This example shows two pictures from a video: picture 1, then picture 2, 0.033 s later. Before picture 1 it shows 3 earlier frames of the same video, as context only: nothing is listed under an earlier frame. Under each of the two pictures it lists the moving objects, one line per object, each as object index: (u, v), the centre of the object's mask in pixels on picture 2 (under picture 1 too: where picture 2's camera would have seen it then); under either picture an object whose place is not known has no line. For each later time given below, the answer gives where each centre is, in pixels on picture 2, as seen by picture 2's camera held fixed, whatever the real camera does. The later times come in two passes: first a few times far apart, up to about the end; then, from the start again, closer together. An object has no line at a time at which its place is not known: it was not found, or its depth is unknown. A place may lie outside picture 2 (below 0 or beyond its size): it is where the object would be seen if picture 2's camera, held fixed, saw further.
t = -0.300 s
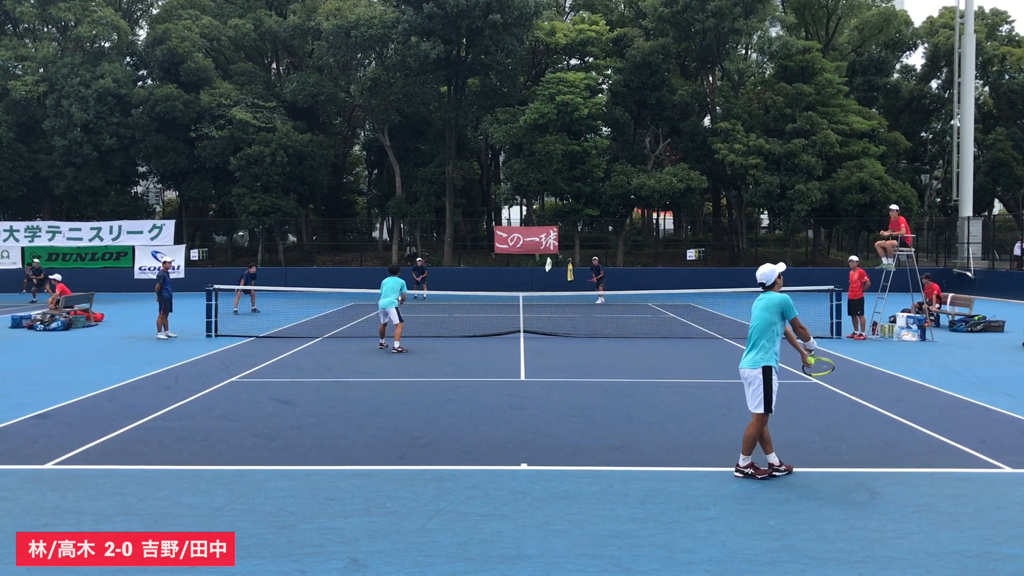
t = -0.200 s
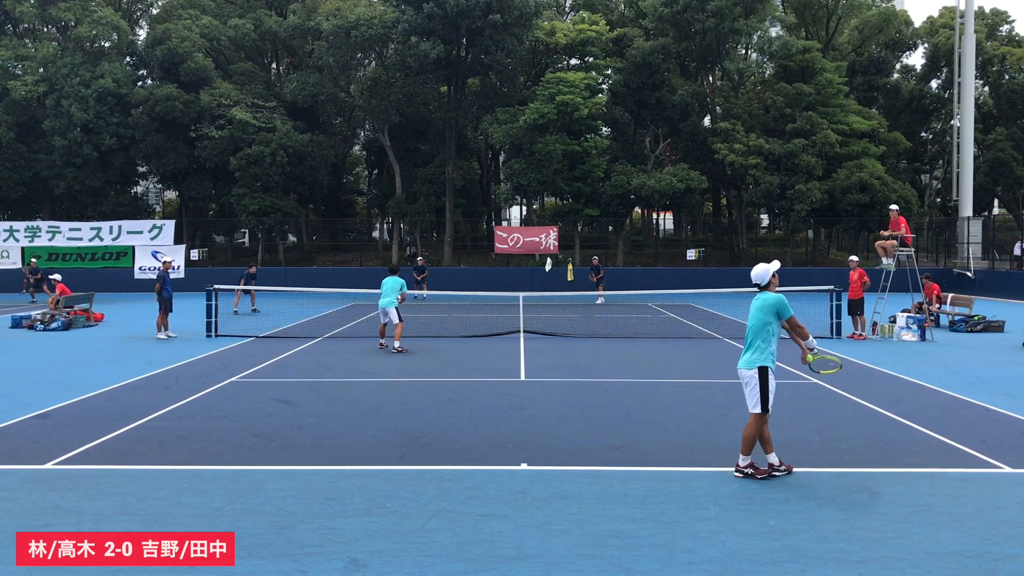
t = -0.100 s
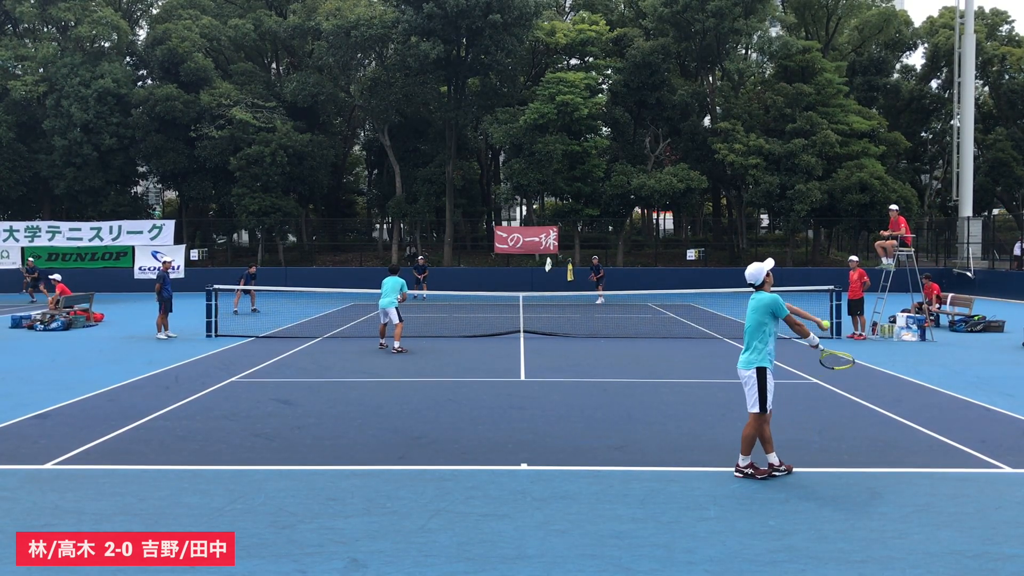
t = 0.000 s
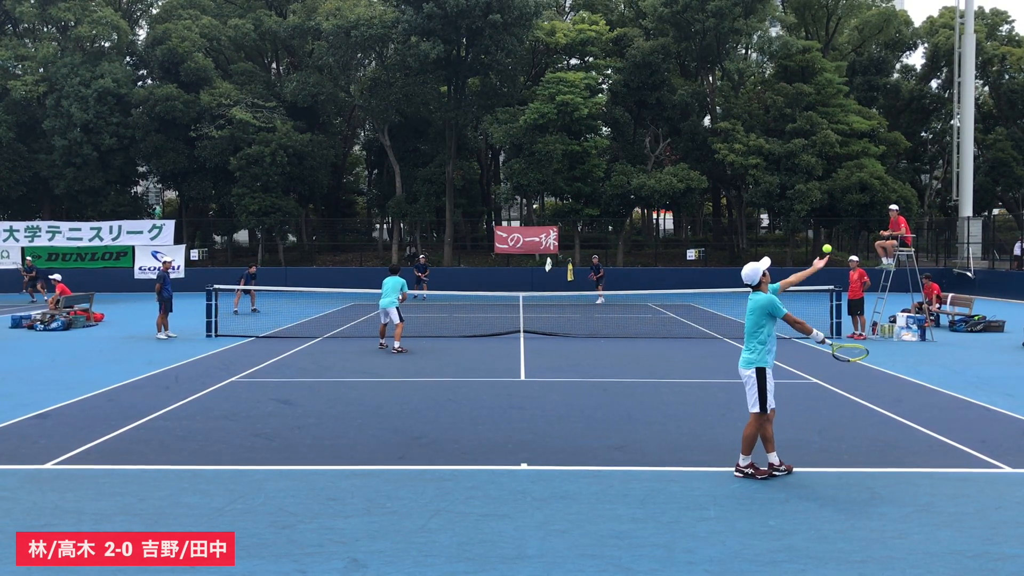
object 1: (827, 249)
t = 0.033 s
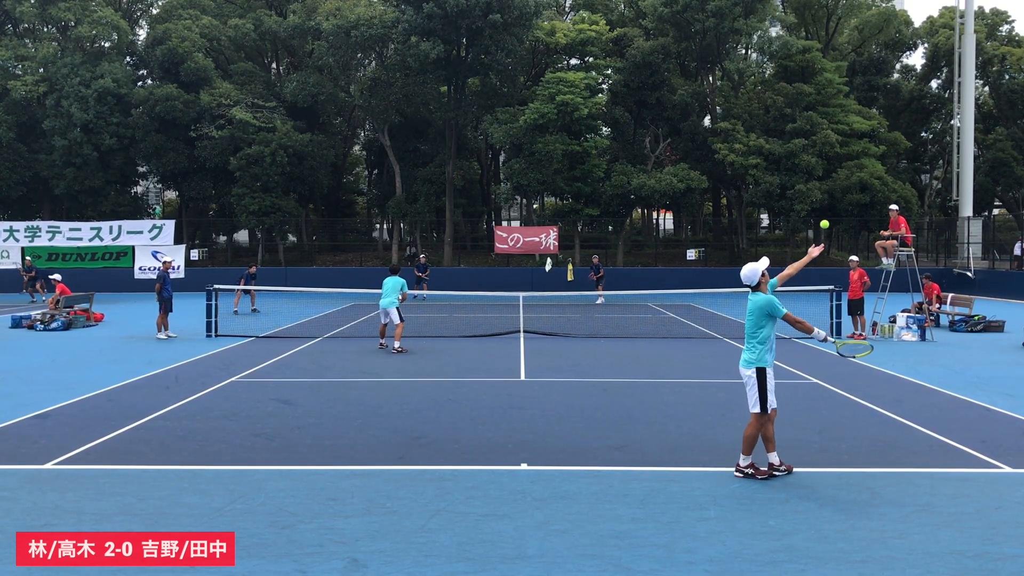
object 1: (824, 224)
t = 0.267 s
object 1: (806, 91)
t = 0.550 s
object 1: (784, 17)
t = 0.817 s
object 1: (764, 32)
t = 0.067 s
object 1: (821, 201)
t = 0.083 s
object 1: (820, 190)
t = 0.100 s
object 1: (819, 180)
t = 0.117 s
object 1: (818, 169)
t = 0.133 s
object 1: (817, 159)
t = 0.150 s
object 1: (815, 150)
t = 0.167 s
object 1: (814, 140)
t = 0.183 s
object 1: (813, 131)
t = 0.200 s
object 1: (811, 123)
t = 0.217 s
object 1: (810, 114)
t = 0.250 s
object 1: (808, 99)
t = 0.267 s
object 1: (806, 91)
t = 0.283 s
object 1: (805, 84)
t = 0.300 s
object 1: (804, 78)
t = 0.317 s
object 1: (803, 71)
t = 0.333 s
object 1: (801, 66)
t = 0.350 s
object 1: (800, 60)
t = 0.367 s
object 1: (799, 55)
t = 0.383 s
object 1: (797, 49)
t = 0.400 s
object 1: (796, 45)
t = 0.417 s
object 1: (795, 41)
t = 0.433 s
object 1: (794, 37)
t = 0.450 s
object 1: (793, 33)
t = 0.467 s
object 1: (791, 30)
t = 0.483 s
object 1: (790, 26)
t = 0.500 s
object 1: (788, 24)
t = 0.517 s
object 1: (787, 21)
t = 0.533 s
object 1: (786, 19)
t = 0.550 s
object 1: (784, 17)
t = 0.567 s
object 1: (783, 16)
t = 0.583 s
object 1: (782, 15)
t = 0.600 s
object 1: (781, 14)
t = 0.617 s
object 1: (779, 14)
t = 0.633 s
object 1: (778, 14)
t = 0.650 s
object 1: (777, 13)
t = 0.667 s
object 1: (776, 14)
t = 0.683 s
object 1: (774, 15)
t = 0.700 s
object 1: (773, 16)
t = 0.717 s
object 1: (772, 17)
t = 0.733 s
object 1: (771, 19)
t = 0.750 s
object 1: (769, 21)
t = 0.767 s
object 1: (768, 23)
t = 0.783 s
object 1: (767, 26)
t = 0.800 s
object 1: (765, 29)
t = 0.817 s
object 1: (764, 32)
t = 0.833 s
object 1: (763, 36)
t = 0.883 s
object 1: (759, 48)
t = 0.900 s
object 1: (757, 53)
